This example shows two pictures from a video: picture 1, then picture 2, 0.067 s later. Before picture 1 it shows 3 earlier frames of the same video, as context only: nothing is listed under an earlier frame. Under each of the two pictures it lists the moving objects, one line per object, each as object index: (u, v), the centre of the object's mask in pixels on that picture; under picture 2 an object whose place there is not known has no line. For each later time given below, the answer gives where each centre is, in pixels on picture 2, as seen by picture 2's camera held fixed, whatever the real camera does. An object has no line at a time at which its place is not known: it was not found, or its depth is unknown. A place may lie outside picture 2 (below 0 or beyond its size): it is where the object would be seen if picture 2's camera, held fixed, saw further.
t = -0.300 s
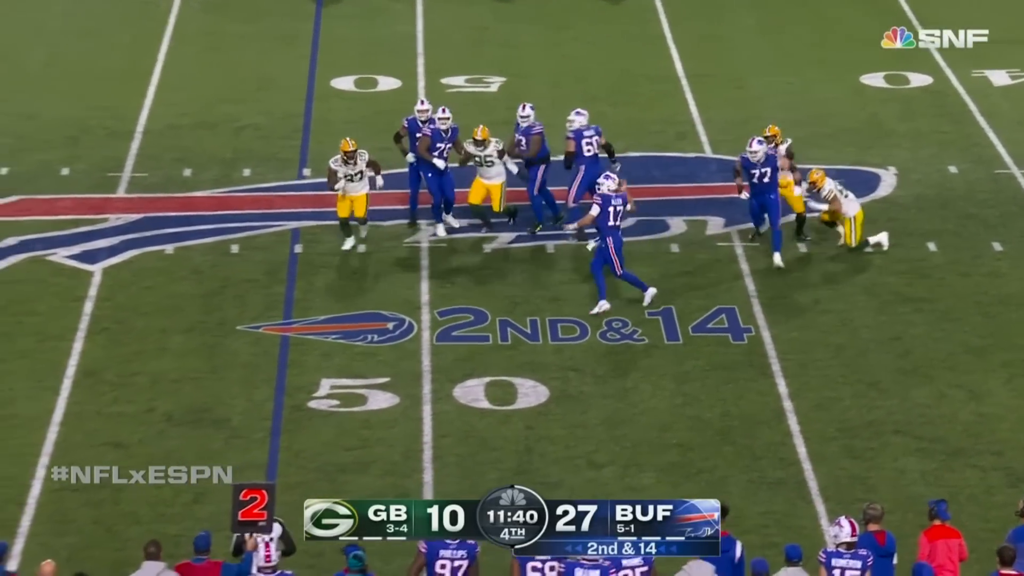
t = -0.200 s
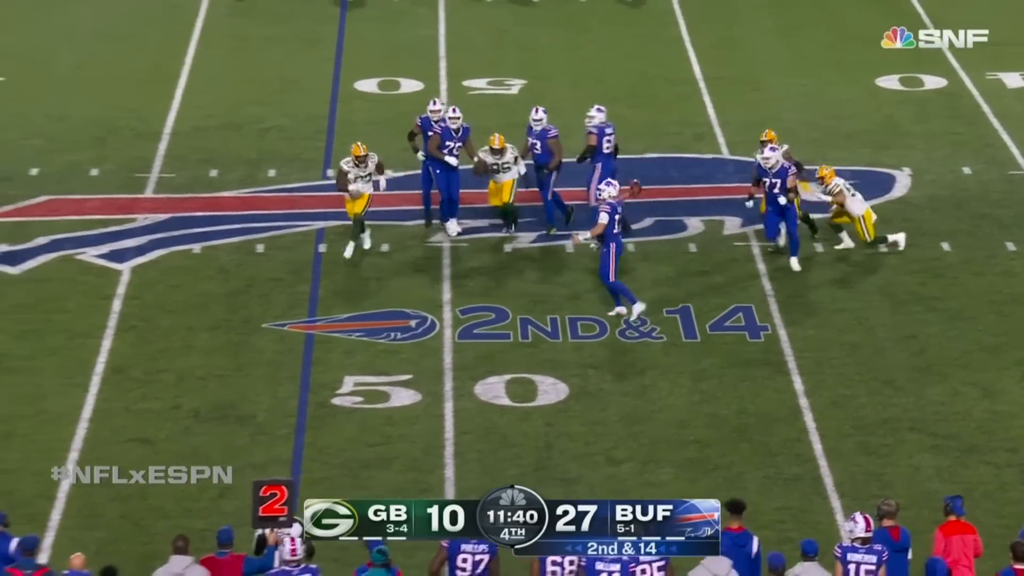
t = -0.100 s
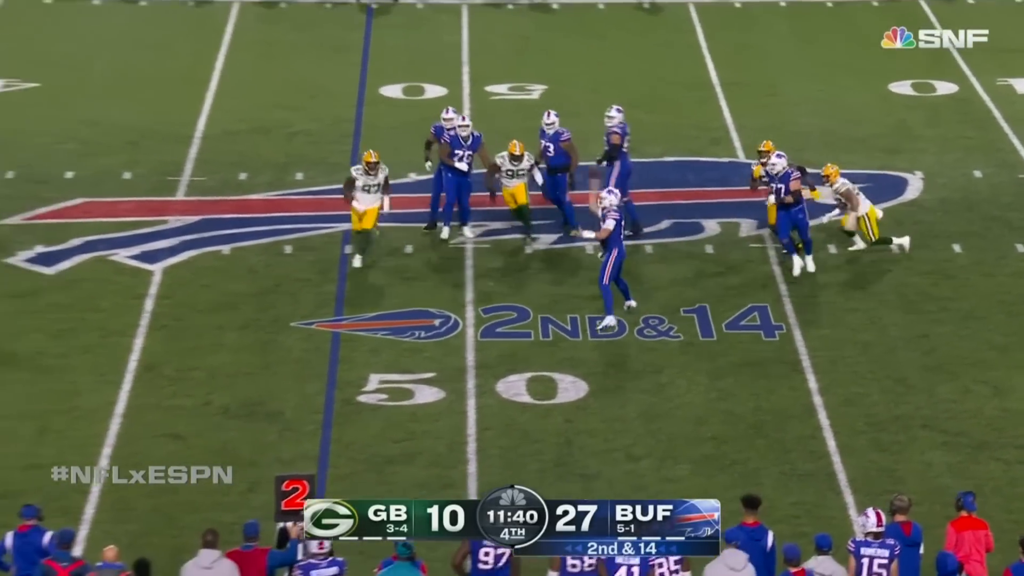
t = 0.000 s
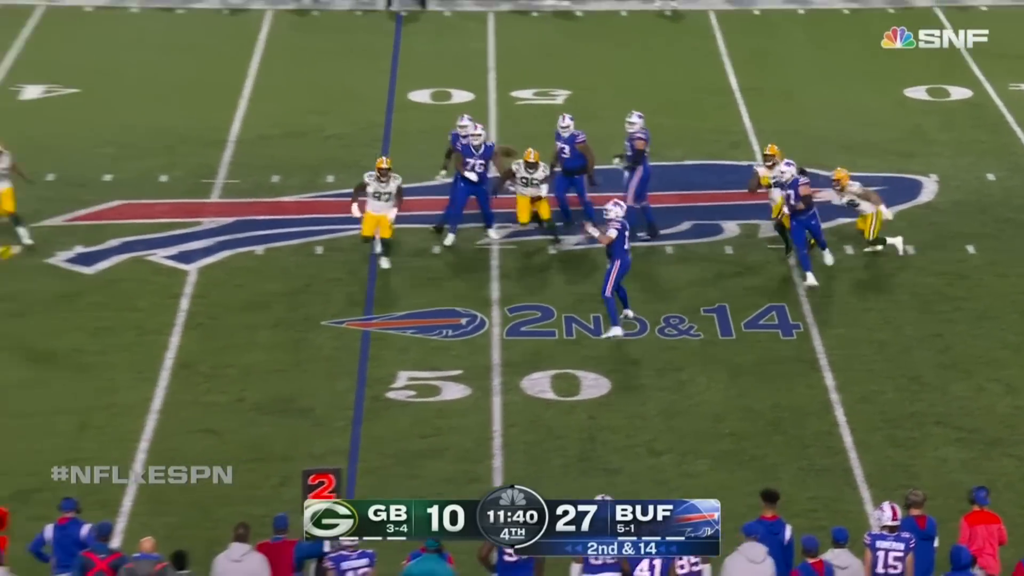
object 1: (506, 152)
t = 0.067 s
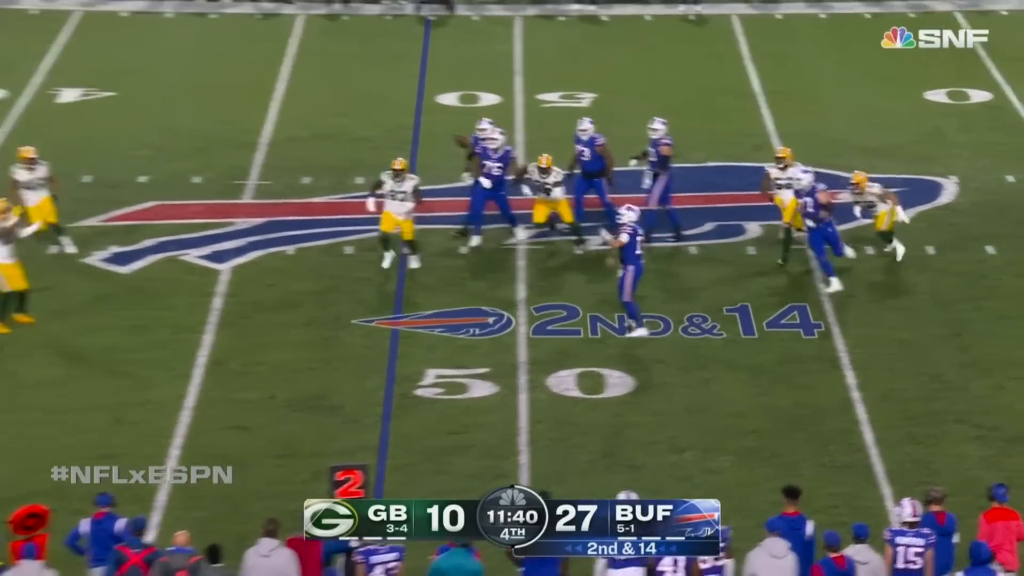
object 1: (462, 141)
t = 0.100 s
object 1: (427, 136)
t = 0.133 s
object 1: (392, 132)
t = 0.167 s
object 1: (356, 128)
